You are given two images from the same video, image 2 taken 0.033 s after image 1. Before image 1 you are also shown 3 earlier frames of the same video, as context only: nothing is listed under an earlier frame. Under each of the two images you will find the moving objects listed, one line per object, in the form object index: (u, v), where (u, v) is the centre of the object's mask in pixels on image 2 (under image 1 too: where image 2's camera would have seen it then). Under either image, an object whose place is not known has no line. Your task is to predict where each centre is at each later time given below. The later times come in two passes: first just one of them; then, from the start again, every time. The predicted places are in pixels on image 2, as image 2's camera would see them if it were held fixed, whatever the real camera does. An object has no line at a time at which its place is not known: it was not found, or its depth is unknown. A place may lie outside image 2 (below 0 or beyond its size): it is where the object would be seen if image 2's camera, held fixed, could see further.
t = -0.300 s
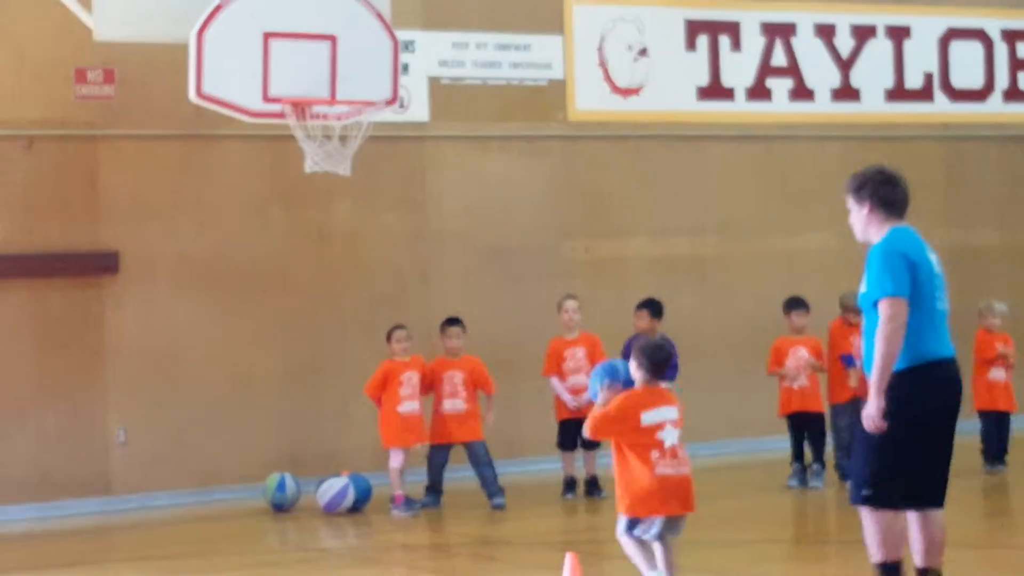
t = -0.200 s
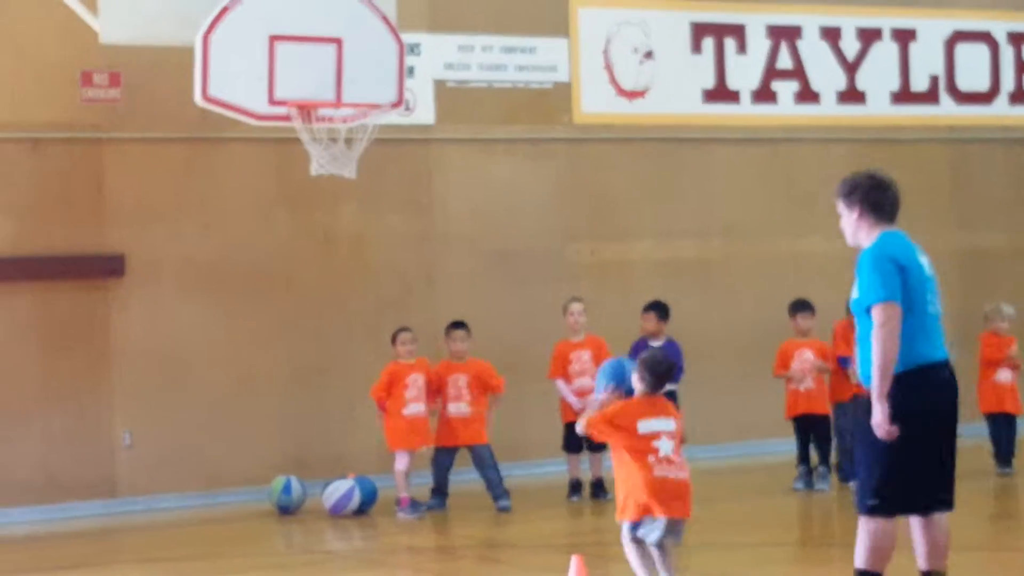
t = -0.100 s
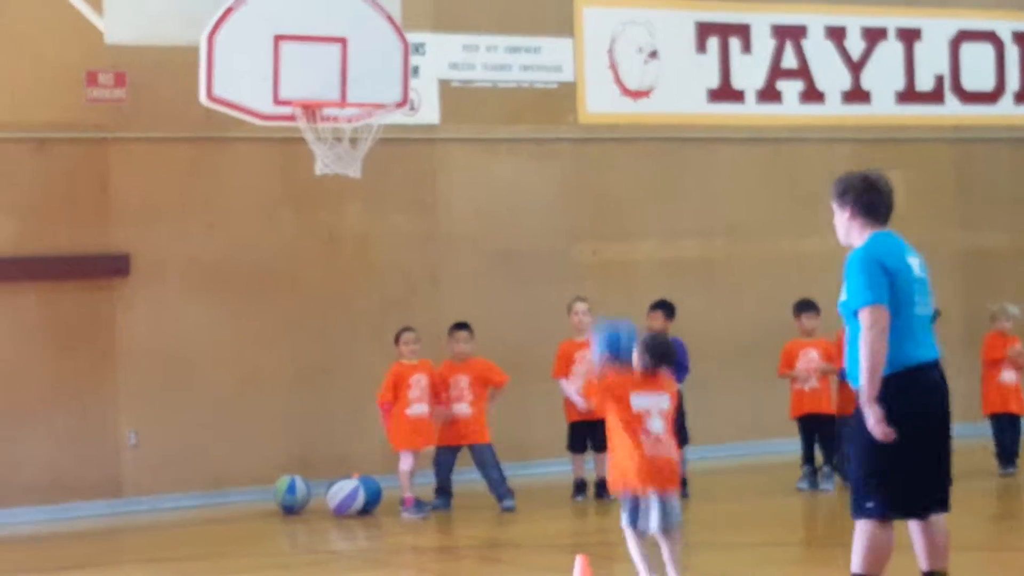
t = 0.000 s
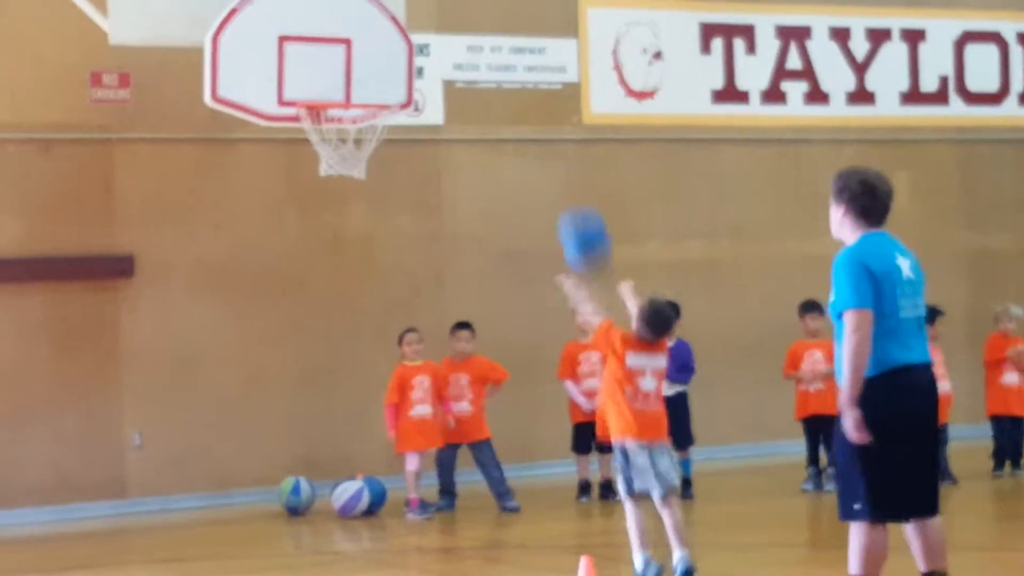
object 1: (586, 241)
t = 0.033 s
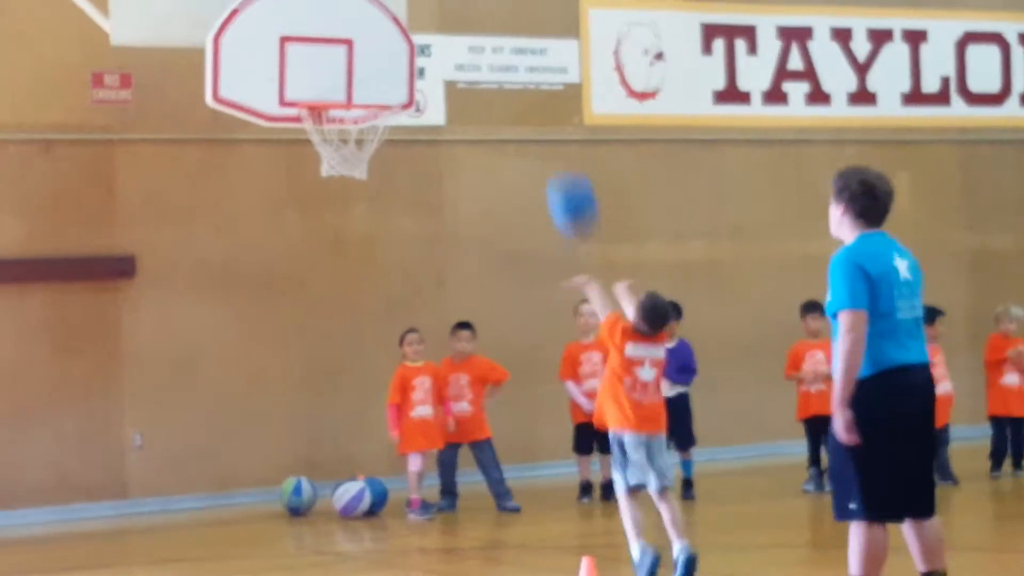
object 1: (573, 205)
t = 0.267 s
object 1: (483, 25)
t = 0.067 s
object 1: (558, 170)
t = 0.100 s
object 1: (545, 139)
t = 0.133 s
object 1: (532, 112)
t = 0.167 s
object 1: (520, 87)
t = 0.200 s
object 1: (507, 63)
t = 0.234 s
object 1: (495, 42)
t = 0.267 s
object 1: (483, 25)
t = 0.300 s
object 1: (470, 12)
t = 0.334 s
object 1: (460, 2)
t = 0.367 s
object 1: (449, -4)
